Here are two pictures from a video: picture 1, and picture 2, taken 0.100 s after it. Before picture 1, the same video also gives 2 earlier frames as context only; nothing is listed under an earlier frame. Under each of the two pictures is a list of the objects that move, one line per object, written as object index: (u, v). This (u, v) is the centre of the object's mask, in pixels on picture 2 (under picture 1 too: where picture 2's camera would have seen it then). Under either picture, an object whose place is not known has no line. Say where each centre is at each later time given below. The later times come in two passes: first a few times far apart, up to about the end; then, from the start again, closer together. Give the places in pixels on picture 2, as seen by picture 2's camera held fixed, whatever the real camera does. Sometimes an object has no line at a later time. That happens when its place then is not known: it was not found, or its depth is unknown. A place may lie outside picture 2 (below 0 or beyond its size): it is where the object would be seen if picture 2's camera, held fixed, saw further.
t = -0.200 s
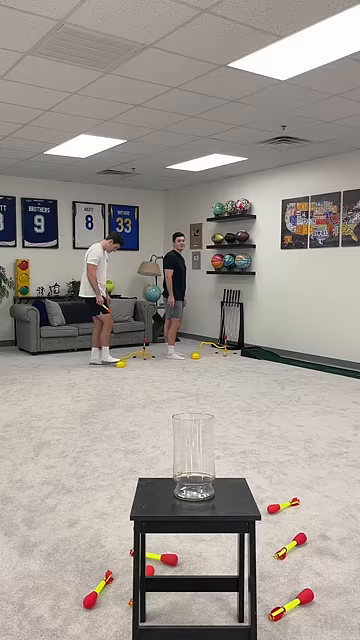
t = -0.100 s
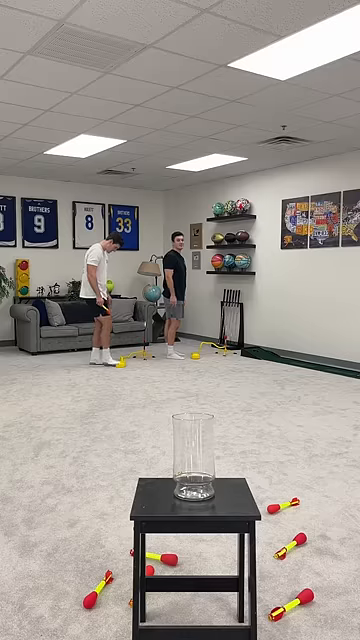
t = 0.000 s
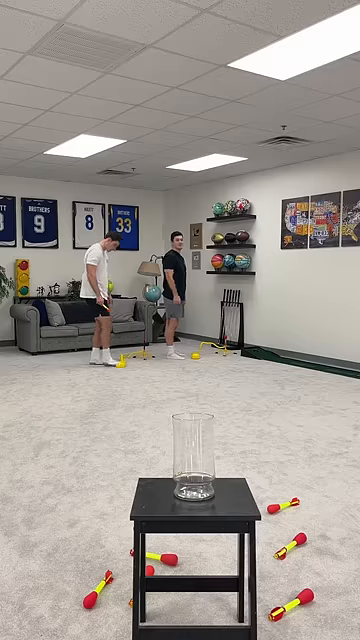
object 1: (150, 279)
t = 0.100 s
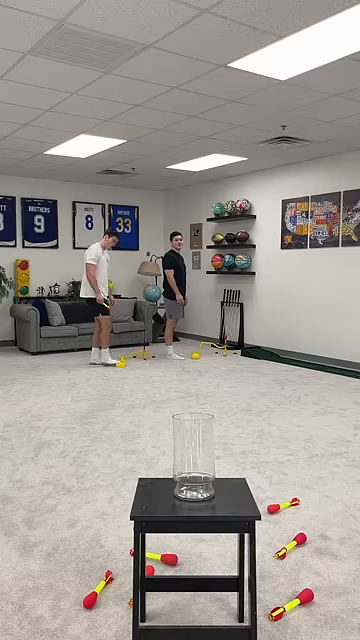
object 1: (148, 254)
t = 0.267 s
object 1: (151, 213)
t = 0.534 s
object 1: (158, 181)
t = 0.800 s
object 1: (175, 259)
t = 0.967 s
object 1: (197, 422)
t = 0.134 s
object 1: (148, 245)
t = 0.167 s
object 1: (148, 236)
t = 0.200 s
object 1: (150, 231)
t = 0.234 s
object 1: (150, 218)
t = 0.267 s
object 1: (151, 213)
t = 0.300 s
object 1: (152, 205)
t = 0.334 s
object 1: (152, 199)
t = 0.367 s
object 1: (153, 191)
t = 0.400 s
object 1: (154, 187)
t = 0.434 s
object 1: (155, 184)
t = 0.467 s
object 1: (155, 182)
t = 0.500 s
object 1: (156, 181)
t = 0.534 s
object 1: (158, 181)
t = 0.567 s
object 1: (158, 182)
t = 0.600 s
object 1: (161, 185)
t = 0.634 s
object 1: (162, 189)
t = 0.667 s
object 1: (164, 197)
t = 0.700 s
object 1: (166, 208)
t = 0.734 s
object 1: (169, 220)
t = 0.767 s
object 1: (171, 236)
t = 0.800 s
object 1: (175, 259)
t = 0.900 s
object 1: (188, 357)
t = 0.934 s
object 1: (193, 402)
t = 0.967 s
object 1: (197, 422)
